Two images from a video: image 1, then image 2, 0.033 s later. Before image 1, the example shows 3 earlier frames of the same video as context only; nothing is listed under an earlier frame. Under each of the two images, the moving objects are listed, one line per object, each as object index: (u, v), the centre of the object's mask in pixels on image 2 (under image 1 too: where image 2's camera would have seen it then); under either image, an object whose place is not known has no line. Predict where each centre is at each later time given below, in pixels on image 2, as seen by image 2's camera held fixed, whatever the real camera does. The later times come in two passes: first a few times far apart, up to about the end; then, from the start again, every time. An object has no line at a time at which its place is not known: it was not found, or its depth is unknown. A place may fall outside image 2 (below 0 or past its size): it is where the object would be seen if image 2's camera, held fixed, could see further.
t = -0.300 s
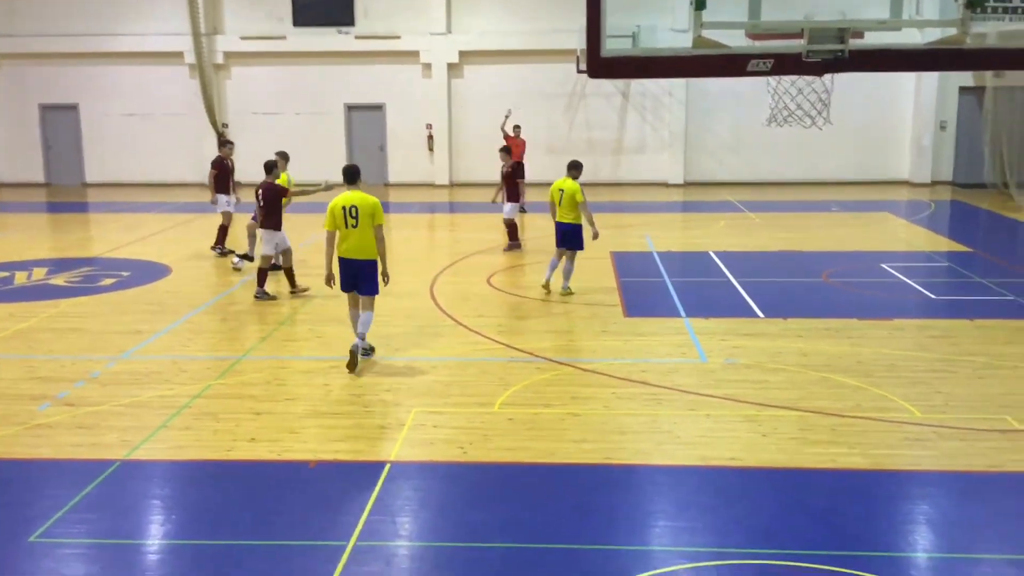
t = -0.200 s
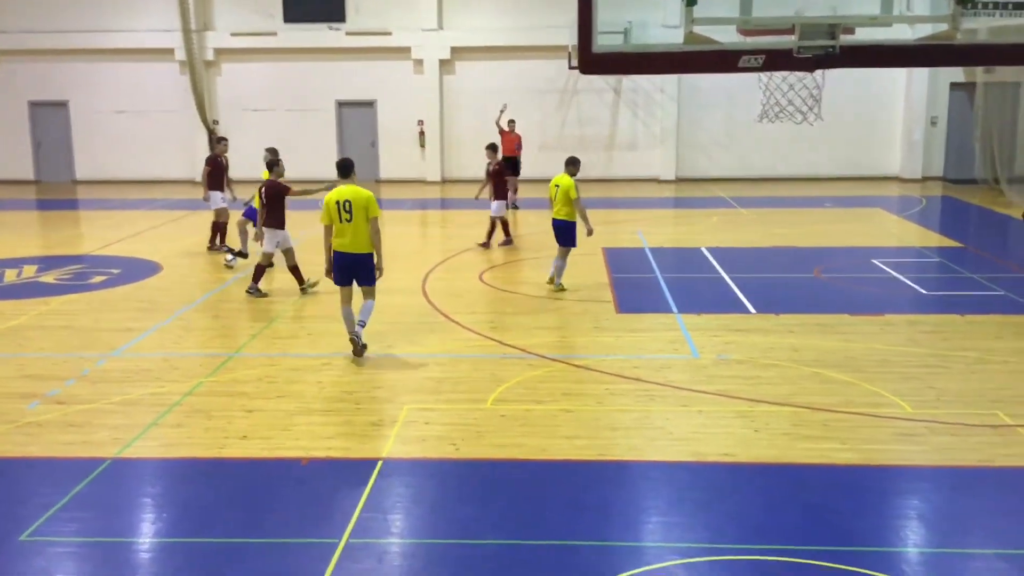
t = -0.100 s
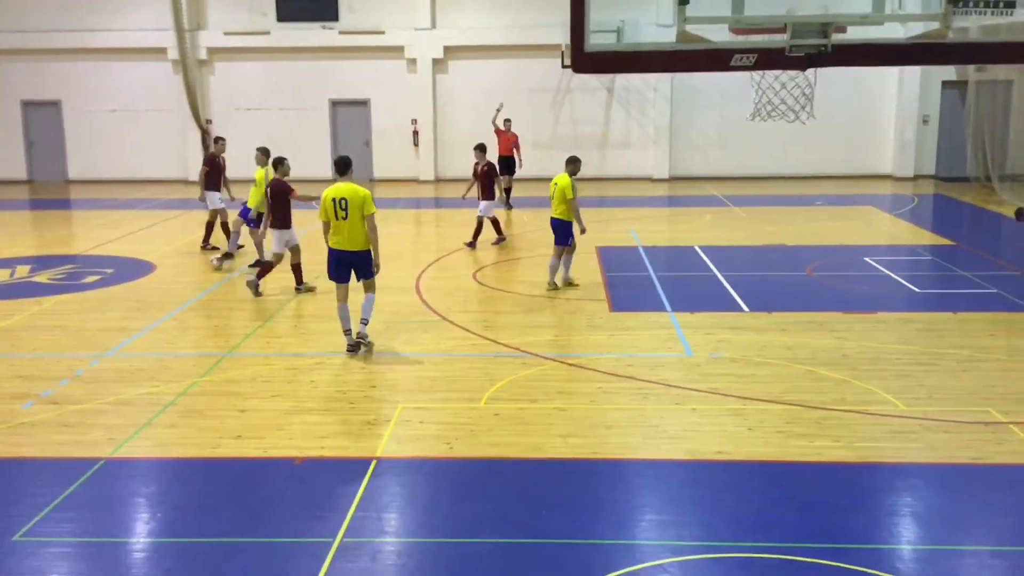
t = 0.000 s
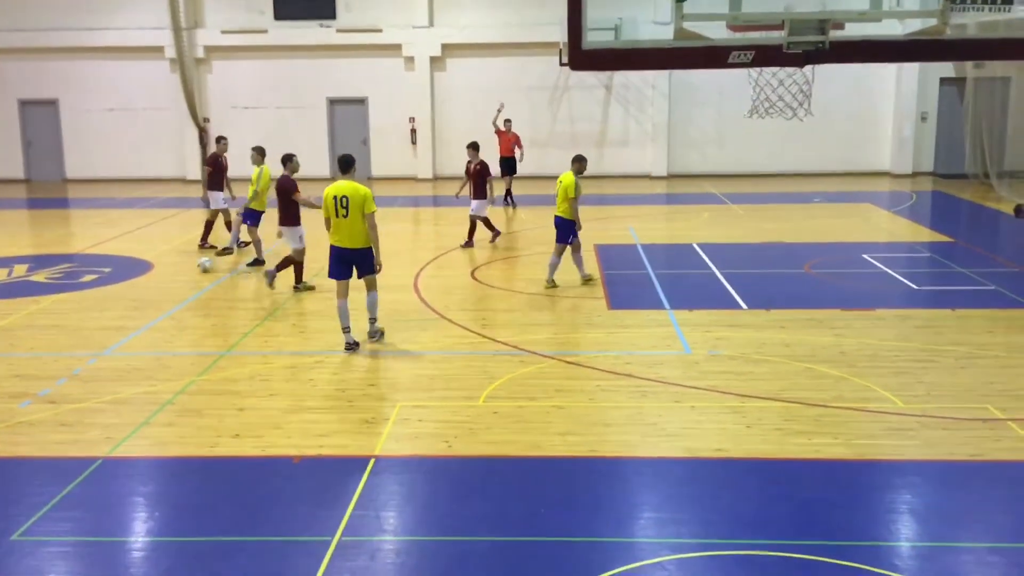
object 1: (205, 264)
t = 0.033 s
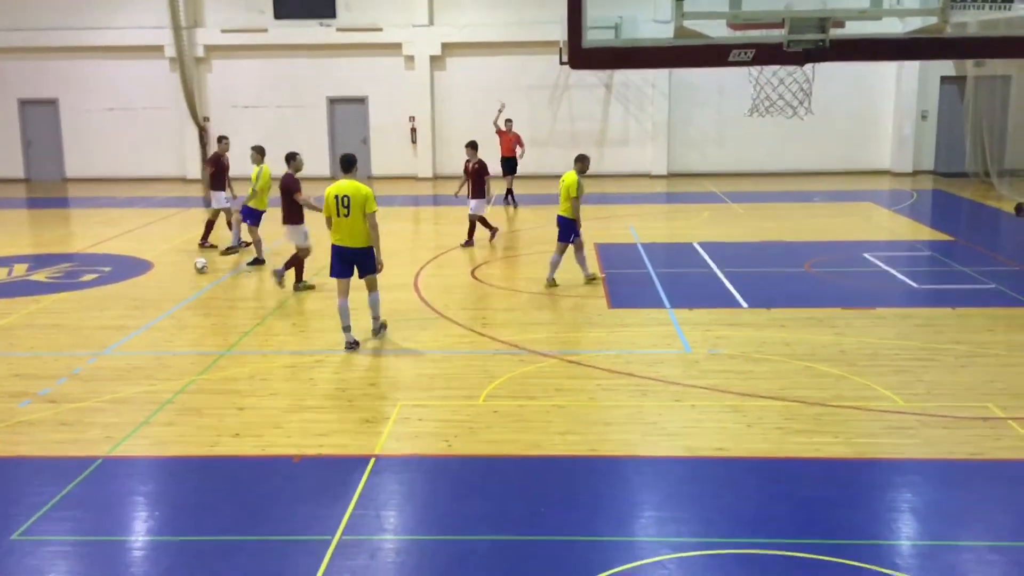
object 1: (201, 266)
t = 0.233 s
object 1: (179, 276)
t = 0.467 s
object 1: (151, 287)
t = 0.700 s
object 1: (120, 300)
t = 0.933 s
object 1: (85, 313)
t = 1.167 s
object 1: (47, 328)
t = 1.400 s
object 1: (6, 346)
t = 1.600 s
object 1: (-25, 361)
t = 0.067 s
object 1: (197, 267)
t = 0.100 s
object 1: (194, 269)
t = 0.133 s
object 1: (190, 270)
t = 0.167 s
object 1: (187, 272)
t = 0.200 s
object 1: (183, 273)
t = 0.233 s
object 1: (179, 276)
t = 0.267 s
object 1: (176, 277)
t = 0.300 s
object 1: (172, 278)
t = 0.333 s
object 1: (167, 280)
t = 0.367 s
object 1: (163, 282)
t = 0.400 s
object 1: (159, 284)
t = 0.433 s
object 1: (154, 286)
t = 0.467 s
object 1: (151, 287)
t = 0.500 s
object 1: (147, 289)
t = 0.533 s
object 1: (142, 291)
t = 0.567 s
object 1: (138, 292)
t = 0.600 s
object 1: (133, 294)
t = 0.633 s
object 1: (129, 295)
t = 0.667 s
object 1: (124, 297)
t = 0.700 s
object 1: (120, 300)
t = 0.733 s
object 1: (115, 301)
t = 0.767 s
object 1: (110, 303)
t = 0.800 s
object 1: (105, 305)
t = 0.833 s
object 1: (100, 307)
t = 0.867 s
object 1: (95, 309)
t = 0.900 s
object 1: (91, 311)
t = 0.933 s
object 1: (85, 313)
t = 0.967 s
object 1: (80, 315)
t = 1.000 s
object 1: (74, 317)
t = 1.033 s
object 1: (69, 320)
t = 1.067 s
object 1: (64, 322)
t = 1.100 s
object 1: (58, 324)
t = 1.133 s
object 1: (53, 326)
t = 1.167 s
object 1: (47, 328)
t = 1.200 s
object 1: (41, 331)
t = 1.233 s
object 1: (36, 333)
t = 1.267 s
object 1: (30, 335)
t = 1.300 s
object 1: (24, 338)
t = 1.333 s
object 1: (18, 341)
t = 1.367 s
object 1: (11, 343)
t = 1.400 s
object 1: (6, 346)
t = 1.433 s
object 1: (-1, 348)
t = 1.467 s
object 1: (-7, 351)
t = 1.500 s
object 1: (-13, 353)
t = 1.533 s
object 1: (-19, 356)
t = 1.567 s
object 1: (-25, 358)
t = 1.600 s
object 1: (-25, 361)
